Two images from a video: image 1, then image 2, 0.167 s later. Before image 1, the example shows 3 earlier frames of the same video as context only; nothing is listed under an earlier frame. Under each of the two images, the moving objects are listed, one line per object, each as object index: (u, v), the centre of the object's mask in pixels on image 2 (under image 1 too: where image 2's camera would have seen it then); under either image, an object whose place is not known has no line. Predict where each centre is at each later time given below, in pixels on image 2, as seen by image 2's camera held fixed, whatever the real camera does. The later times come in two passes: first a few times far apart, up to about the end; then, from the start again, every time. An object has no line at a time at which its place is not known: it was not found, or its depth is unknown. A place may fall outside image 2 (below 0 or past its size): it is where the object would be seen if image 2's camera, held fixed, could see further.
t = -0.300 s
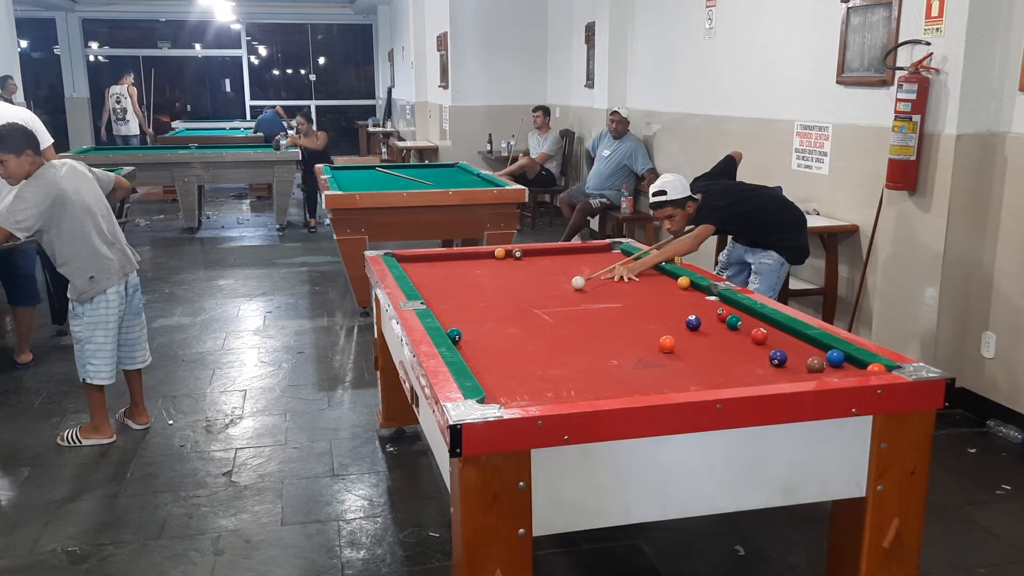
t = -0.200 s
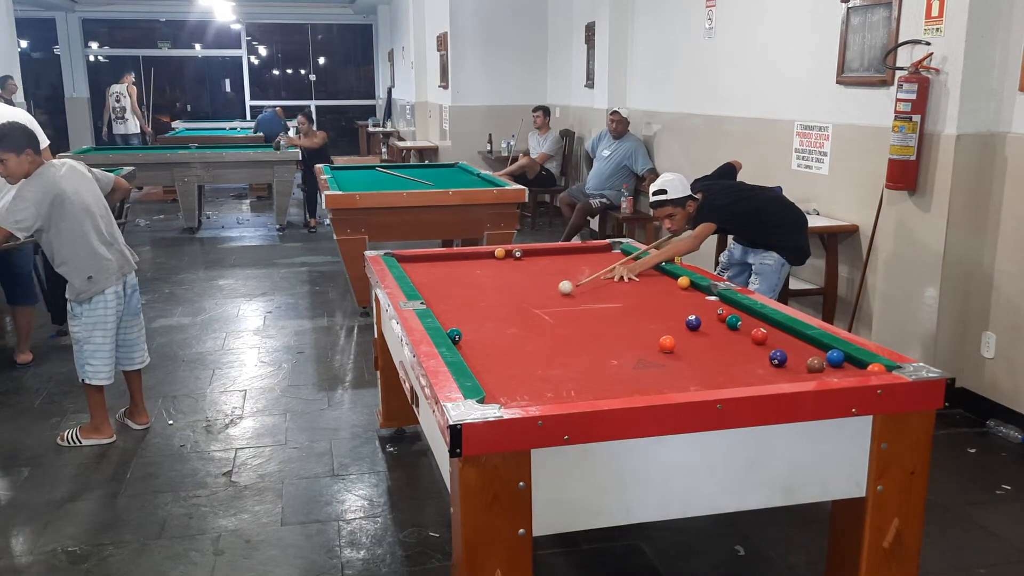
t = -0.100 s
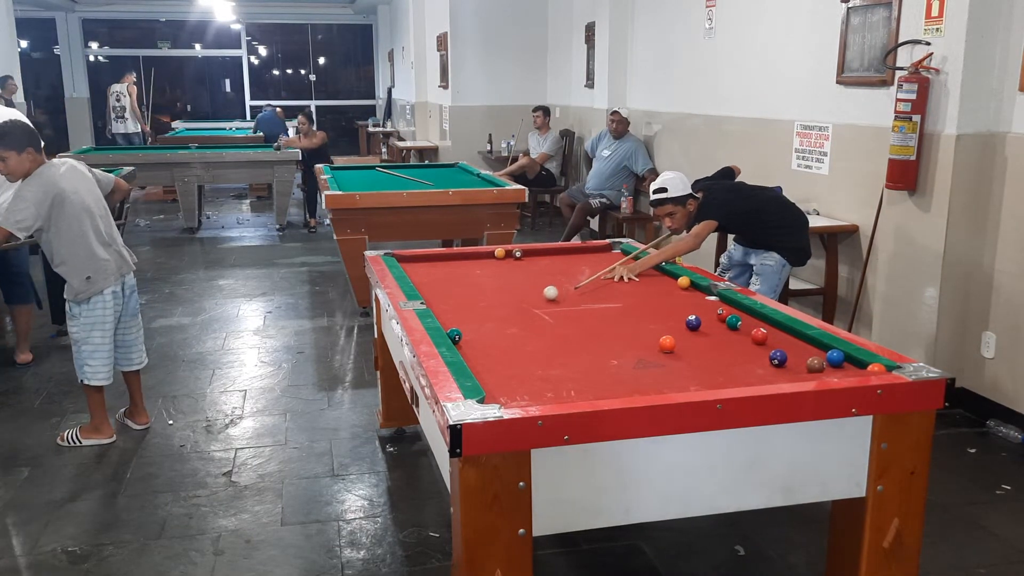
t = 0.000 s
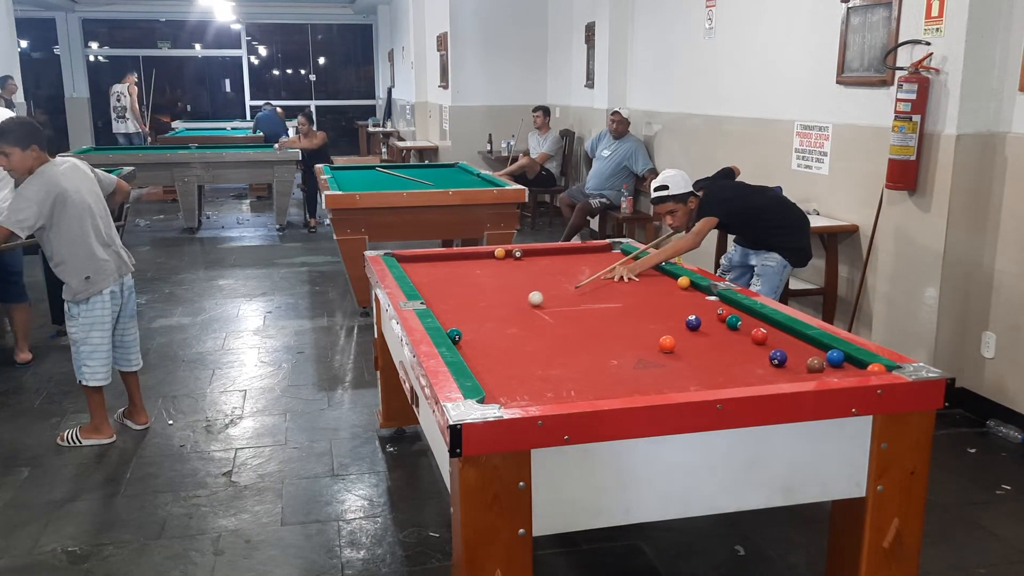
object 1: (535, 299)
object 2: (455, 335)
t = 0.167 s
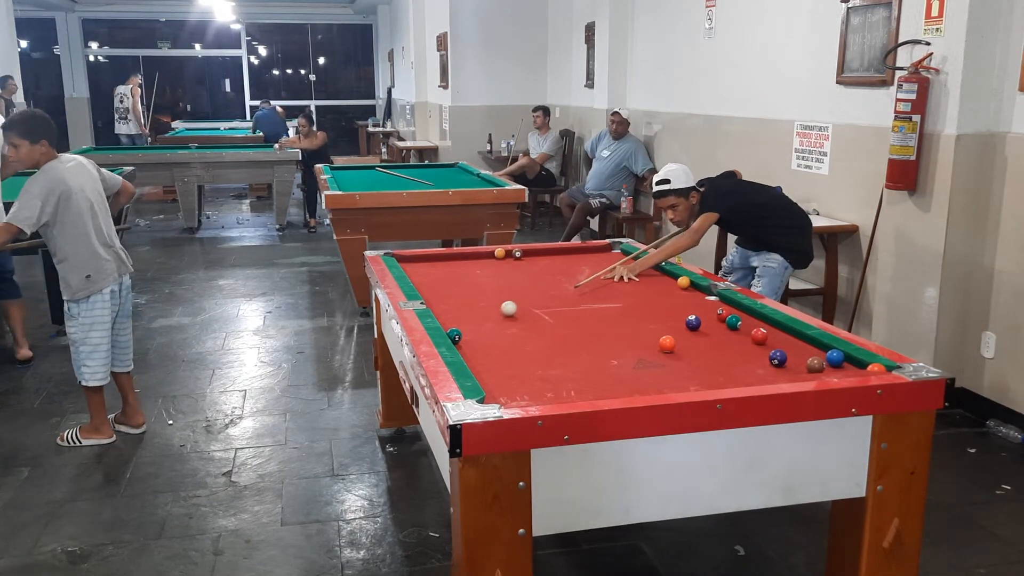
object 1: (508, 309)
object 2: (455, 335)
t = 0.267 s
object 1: (491, 315)
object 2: (455, 335)
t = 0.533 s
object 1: (459, 327)
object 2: (455, 337)
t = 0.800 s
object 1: (513, 332)
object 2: (461, 345)
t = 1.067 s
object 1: (566, 333)
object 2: (468, 353)
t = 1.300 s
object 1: (611, 334)
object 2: (474, 360)
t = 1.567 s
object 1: (660, 333)
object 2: (480, 367)
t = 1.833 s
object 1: (709, 337)
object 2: (486, 374)
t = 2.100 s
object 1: (749, 338)
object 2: (491, 380)
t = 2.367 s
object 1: (768, 341)
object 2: (494, 386)
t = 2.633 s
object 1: (785, 343)
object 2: (497, 391)
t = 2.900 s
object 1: (800, 345)
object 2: (499, 394)
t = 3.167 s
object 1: (811, 346)
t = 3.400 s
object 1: (817, 347)
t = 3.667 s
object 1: (820, 348)
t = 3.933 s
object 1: (820, 348)
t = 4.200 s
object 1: (820, 348)
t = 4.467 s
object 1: (820, 348)
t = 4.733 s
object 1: (820, 348)
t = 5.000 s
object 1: (820, 348)
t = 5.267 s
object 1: (820, 348)
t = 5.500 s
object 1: (820, 348)
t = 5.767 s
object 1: (820, 348)
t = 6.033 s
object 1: (820, 348)
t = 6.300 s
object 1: (820, 348)
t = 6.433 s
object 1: (821, 348)
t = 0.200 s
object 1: (503, 311)
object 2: (455, 335)
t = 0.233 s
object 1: (497, 313)
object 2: (455, 335)
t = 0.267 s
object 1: (491, 315)
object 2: (455, 335)
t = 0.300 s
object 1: (486, 317)
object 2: (455, 335)
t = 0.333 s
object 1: (480, 319)
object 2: (455, 335)
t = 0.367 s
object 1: (474, 322)
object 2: (455, 335)
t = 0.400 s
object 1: (468, 324)
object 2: (454, 335)
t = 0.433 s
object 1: (462, 325)
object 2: (454, 336)
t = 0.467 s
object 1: (456, 325)
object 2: (454, 336)
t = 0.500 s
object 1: (450, 326)
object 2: (455, 336)
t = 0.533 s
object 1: (459, 327)
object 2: (455, 337)
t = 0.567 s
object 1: (466, 330)
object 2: (456, 338)
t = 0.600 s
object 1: (472, 331)
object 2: (456, 339)
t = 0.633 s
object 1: (479, 331)
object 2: (457, 340)
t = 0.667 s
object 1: (486, 331)
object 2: (458, 341)
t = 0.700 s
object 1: (493, 331)
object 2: (459, 342)
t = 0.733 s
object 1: (500, 332)
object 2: (460, 343)
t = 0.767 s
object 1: (507, 332)
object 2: (461, 344)
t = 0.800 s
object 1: (513, 332)
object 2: (461, 345)
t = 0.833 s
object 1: (520, 332)
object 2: (462, 346)
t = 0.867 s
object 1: (526, 332)
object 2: (463, 347)
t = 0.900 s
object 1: (533, 333)
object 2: (464, 348)
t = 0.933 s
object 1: (540, 333)
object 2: (465, 349)
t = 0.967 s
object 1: (547, 333)
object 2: (466, 350)
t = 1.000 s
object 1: (553, 333)
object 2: (466, 351)
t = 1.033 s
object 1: (560, 333)
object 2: (467, 352)
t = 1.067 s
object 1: (566, 333)
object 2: (468, 353)
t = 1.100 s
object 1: (573, 333)
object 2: (469, 354)
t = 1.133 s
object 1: (579, 334)
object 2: (470, 355)
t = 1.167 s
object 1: (586, 334)
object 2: (471, 356)
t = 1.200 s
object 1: (592, 334)
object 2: (472, 357)
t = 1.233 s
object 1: (599, 334)
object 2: (472, 358)
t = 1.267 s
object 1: (605, 334)
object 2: (473, 359)
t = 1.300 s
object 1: (611, 334)
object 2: (474, 360)
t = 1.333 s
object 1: (618, 335)
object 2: (475, 360)
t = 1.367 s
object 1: (624, 335)
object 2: (475, 361)
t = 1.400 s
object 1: (630, 335)
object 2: (476, 362)
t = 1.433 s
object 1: (636, 335)
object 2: (477, 363)
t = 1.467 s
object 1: (643, 335)
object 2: (478, 364)
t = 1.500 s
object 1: (649, 335)
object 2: (479, 365)
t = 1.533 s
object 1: (654, 335)
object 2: (479, 366)
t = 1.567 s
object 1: (660, 333)
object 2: (480, 367)
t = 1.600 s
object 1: (667, 332)
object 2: (481, 368)
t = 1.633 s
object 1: (674, 334)
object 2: (482, 369)
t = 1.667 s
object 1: (680, 335)
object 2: (482, 369)
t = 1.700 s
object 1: (685, 336)
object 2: (483, 370)
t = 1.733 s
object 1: (691, 336)
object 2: (484, 371)
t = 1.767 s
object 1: (697, 336)
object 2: (484, 372)
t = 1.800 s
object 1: (703, 336)
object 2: (485, 373)
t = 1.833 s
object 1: (709, 337)
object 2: (486, 374)
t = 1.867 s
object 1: (715, 337)
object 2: (487, 374)
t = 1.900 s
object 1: (721, 337)
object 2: (487, 375)
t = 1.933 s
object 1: (726, 337)
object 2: (488, 376)
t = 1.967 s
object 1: (732, 337)
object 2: (488, 377)
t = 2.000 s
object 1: (737, 337)
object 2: (489, 378)
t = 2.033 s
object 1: (743, 337)
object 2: (490, 378)
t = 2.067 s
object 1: (746, 338)
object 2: (490, 379)
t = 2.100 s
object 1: (749, 338)
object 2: (491, 380)
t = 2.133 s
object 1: (751, 338)
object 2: (491, 381)
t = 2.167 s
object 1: (754, 339)
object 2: (492, 382)
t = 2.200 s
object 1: (756, 339)
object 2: (492, 382)
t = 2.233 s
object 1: (759, 339)
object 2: (492, 383)
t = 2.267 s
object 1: (761, 340)
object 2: (493, 383)
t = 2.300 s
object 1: (764, 340)
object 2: (494, 384)
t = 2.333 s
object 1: (766, 340)
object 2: (494, 385)
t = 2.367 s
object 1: (768, 341)
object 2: (494, 386)
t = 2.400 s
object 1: (771, 341)
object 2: (495, 386)
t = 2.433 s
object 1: (773, 341)
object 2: (495, 387)
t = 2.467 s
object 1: (775, 341)
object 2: (495, 388)
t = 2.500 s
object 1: (777, 341)
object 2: (496, 388)
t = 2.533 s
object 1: (779, 341)
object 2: (496, 389)
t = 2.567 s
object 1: (781, 342)
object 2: (497, 390)
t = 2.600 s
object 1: (784, 342)
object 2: (497, 390)
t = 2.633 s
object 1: (785, 343)
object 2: (497, 391)
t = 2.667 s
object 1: (787, 343)
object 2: (498, 391)
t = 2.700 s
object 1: (789, 343)
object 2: (498, 392)
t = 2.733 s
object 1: (791, 344)
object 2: (498, 392)
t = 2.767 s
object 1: (793, 344)
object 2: (499, 393)
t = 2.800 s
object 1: (795, 344)
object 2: (499, 393)
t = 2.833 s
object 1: (797, 344)
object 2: (499, 394)
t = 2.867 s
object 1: (798, 345)
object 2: (499, 394)
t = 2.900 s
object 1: (800, 345)
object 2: (499, 394)
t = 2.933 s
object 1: (801, 345)
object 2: (499, 395)
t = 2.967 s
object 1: (803, 345)
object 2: (500, 395)
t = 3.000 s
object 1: (804, 345)
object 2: (500, 395)
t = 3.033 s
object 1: (805, 345)
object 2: (500, 396)
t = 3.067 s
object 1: (807, 346)
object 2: (500, 396)
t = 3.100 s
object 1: (808, 346)
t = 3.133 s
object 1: (809, 346)
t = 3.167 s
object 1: (811, 346)
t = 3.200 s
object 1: (812, 346)
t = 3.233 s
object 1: (813, 347)
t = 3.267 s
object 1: (814, 347)
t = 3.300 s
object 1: (815, 347)
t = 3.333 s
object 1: (816, 347)
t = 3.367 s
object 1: (816, 347)
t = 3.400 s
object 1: (817, 347)
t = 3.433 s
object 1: (818, 347)
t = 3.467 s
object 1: (819, 347)
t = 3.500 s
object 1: (819, 347)
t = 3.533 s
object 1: (820, 347)
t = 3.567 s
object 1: (820, 347)
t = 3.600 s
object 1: (820, 348)
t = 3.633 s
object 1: (820, 348)
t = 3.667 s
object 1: (820, 348)
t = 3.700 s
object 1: (821, 348)
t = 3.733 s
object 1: (820, 348)
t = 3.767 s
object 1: (820, 348)
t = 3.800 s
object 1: (820, 348)
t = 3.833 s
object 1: (820, 348)
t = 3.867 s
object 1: (820, 348)
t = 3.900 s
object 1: (820, 348)
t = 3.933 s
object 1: (820, 348)
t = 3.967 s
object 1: (820, 348)
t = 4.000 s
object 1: (820, 348)
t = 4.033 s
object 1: (820, 348)
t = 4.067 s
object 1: (820, 348)
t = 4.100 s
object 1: (821, 348)
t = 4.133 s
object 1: (820, 348)
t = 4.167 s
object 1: (821, 348)
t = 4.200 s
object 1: (820, 348)
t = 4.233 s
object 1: (820, 348)
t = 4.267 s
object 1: (820, 348)
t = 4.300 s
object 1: (820, 348)
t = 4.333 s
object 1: (820, 348)
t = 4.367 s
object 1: (820, 348)
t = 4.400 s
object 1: (820, 348)
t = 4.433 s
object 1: (820, 348)
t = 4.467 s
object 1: (820, 348)
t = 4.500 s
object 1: (820, 348)
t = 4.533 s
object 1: (820, 348)
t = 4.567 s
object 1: (820, 348)
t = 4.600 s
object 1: (820, 348)
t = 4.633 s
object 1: (820, 348)
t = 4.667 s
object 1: (820, 348)
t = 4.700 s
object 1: (820, 348)
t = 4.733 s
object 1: (820, 348)
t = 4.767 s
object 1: (820, 348)
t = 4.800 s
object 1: (820, 348)
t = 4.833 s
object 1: (820, 348)
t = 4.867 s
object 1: (820, 348)
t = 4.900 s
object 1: (820, 348)
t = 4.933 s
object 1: (820, 348)
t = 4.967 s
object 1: (820, 348)
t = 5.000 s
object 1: (820, 348)
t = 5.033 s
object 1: (820, 348)
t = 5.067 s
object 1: (820, 348)
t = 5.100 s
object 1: (821, 348)
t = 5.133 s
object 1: (820, 348)
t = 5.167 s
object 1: (820, 348)
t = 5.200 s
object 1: (821, 348)
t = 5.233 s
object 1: (821, 348)
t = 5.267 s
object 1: (820, 348)
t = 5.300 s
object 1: (821, 348)
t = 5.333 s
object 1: (820, 348)
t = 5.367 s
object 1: (820, 348)
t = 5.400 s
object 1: (820, 348)
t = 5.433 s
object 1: (820, 348)
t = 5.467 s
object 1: (820, 348)
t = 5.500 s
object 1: (820, 348)
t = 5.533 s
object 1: (820, 348)
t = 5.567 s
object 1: (820, 348)
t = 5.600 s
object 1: (821, 348)
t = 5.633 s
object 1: (820, 348)
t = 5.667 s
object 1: (820, 348)
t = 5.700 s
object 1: (820, 348)
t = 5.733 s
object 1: (820, 348)
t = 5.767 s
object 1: (820, 348)
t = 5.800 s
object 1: (820, 348)
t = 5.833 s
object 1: (820, 348)
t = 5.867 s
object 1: (820, 348)
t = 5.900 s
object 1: (820, 348)
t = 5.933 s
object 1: (820, 348)
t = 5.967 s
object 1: (820, 348)
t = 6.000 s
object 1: (820, 348)
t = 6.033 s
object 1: (820, 348)
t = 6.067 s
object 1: (820, 348)
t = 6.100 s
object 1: (820, 348)
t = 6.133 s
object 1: (820, 348)
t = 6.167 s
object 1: (820, 348)
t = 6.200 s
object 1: (820, 348)
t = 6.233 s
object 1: (821, 348)
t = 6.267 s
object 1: (820, 348)
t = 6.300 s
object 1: (820, 348)
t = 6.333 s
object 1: (820, 348)
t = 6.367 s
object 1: (820, 348)
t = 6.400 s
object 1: (821, 348)
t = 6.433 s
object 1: (821, 348)
